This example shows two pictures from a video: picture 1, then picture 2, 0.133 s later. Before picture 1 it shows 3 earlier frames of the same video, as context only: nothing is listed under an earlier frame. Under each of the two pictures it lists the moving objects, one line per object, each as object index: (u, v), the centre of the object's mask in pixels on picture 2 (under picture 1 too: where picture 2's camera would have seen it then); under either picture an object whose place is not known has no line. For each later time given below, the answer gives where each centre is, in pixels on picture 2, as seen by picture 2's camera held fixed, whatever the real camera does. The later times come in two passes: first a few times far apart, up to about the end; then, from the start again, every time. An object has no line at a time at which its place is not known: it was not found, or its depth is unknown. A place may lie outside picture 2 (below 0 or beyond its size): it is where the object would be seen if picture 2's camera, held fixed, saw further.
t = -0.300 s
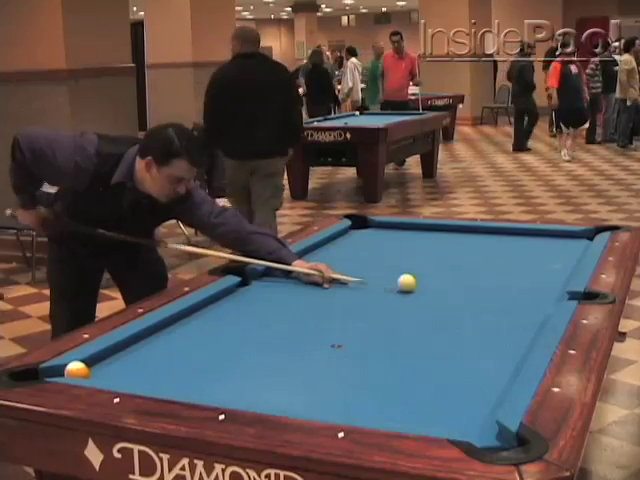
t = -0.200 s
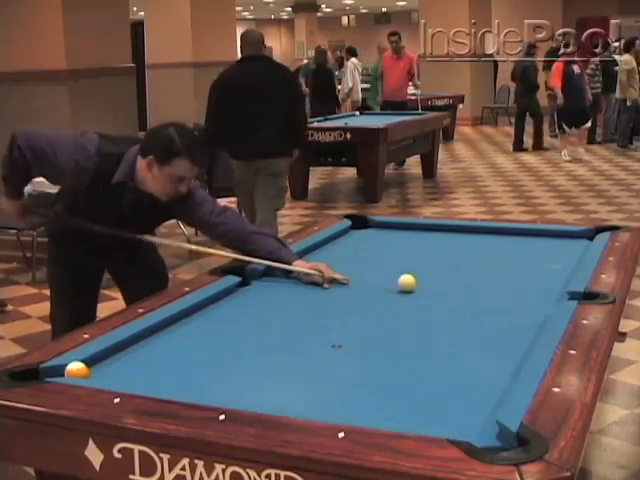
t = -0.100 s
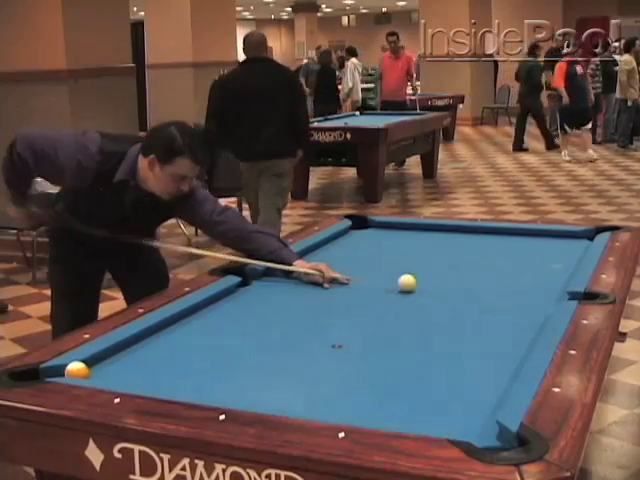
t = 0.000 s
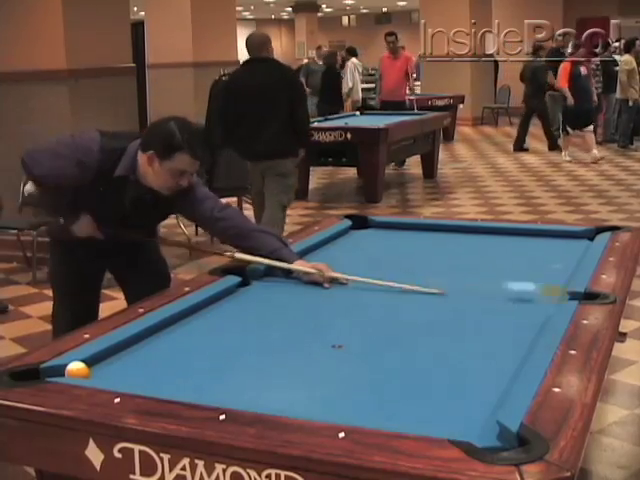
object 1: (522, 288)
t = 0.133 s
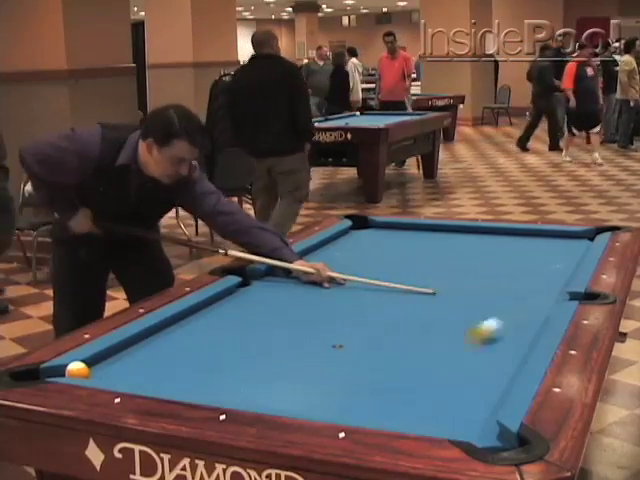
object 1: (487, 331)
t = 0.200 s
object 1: (434, 355)
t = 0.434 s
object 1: (301, 372)
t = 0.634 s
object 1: (286, 319)
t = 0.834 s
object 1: (275, 281)
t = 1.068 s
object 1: (329, 256)
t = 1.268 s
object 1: (388, 242)
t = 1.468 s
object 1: (438, 229)
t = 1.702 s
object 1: (475, 237)
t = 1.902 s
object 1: (509, 247)
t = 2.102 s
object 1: (545, 258)
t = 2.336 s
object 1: (554, 271)
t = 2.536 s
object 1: (516, 279)
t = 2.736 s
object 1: (476, 288)
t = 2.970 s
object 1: (426, 299)
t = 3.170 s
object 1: (381, 309)
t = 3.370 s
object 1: (334, 319)
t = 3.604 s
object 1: (276, 331)
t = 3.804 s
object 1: (225, 341)
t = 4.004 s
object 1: (171, 352)
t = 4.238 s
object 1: (107, 365)
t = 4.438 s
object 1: (90, 366)
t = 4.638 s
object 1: (99, 367)
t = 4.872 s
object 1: (110, 369)
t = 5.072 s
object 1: (118, 369)
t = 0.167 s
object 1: (462, 343)
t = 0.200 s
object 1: (434, 355)
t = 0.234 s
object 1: (405, 370)
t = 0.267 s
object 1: (373, 384)
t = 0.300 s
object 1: (341, 399)
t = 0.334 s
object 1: (312, 403)
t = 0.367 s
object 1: (308, 395)
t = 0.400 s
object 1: (304, 383)
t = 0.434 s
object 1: (301, 372)
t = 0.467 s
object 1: (298, 361)
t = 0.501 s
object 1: (295, 352)
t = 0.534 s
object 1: (293, 343)
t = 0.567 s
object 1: (290, 334)
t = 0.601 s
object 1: (288, 327)
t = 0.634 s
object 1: (286, 319)
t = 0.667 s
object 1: (284, 311)
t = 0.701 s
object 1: (282, 305)
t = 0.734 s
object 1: (280, 298)
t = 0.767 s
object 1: (278, 293)
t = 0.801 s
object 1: (277, 287)
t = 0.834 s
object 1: (275, 281)
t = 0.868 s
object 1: (273, 276)
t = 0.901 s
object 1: (272, 271)
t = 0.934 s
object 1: (282, 268)
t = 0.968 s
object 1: (295, 265)
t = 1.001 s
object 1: (307, 262)
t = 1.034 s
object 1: (319, 259)
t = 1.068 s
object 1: (329, 256)
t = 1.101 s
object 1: (340, 254)
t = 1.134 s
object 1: (350, 251)
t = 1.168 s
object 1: (360, 249)
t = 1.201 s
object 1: (369, 247)
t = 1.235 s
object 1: (379, 245)
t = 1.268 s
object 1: (388, 242)
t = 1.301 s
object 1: (397, 240)
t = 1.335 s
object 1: (406, 237)
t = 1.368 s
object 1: (414, 235)
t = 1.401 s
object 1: (422, 233)
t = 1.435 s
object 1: (430, 231)
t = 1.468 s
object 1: (438, 229)
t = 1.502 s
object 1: (445, 227)
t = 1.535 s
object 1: (451, 228)
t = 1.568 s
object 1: (455, 230)
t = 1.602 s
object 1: (460, 232)
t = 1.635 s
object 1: (465, 234)
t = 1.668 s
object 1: (470, 235)
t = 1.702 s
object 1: (475, 237)
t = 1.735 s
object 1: (480, 238)
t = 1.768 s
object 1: (486, 240)
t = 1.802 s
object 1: (492, 242)
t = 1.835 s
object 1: (497, 244)
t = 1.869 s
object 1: (503, 245)
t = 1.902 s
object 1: (509, 247)
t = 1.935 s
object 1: (515, 249)
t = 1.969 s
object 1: (520, 251)
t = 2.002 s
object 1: (526, 253)
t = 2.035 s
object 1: (532, 255)
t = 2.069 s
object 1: (538, 257)
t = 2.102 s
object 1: (545, 258)
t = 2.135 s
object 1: (551, 261)
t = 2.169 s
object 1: (557, 263)
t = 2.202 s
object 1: (565, 265)
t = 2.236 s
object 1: (570, 266)
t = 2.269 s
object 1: (567, 268)
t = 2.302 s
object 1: (560, 269)
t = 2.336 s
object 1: (554, 271)
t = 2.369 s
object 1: (548, 272)
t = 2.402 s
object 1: (541, 274)
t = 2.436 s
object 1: (535, 275)
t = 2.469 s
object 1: (528, 277)
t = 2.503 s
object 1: (522, 278)
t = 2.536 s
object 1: (516, 279)
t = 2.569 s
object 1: (509, 281)
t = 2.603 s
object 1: (502, 282)
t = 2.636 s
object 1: (496, 284)
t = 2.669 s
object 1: (490, 286)
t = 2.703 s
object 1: (483, 287)
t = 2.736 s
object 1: (476, 288)
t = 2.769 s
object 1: (469, 290)
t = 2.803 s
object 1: (462, 292)
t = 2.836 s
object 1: (455, 293)
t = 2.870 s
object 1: (448, 294)
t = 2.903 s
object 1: (441, 296)
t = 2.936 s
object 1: (433, 298)
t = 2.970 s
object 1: (426, 299)
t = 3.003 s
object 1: (419, 301)
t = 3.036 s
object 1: (411, 303)
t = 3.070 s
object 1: (404, 304)
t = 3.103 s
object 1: (397, 306)
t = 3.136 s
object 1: (389, 307)
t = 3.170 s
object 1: (381, 309)
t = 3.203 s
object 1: (374, 311)
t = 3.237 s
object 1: (366, 312)
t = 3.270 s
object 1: (358, 314)
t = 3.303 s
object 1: (350, 316)
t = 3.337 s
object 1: (342, 318)
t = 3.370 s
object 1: (334, 319)
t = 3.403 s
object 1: (326, 321)
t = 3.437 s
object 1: (318, 323)
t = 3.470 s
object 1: (310, 324)
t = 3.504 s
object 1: (302, 326)
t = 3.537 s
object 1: (293, 328)
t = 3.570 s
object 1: (285, 329)
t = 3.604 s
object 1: (276, 331)
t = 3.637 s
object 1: (268, 333)
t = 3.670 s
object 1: (259, 335)
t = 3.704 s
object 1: (250, 336)
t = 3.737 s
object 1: (242, 338)
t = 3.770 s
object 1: (233, 340)
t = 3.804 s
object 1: (225, 341)
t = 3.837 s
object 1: (216, 343)
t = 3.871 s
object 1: (207, 345)
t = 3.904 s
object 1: (198, 347)
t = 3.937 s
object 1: (189, 348)
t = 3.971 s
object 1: (180, 351)
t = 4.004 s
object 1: (171, 352)
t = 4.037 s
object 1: (162, 354)
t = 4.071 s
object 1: (153, 356)
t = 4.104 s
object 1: (144, 358)
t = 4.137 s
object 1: (134, 360)
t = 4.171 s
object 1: (125, 361)
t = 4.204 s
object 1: (116, 363)
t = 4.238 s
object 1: (107, 365)
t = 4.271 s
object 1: (98, 366)
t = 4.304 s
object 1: (94, 367)
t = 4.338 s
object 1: (90, 366)
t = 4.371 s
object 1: (87, 366)
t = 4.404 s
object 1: (88, 366)
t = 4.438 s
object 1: (90, 366)
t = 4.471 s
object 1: (91, 367)
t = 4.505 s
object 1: (93, 367)
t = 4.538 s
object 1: (94, 367)
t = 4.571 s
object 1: (96, 367)
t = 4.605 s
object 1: (98, 367)
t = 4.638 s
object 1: (99, 367)
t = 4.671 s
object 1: (101, 367)
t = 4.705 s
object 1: (103, 368)
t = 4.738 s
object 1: (104, 368)
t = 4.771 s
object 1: (106, 368)
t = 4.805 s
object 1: (107, 368)
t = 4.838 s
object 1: (109, 368)
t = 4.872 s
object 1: (110, 369)
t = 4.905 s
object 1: (112, 369)
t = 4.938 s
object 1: (113, 369)
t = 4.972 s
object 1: (114, 369)
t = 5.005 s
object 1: (116, 369)
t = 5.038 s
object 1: (117, 369)
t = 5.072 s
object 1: (118, 369)
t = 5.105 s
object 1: (119, 369)
